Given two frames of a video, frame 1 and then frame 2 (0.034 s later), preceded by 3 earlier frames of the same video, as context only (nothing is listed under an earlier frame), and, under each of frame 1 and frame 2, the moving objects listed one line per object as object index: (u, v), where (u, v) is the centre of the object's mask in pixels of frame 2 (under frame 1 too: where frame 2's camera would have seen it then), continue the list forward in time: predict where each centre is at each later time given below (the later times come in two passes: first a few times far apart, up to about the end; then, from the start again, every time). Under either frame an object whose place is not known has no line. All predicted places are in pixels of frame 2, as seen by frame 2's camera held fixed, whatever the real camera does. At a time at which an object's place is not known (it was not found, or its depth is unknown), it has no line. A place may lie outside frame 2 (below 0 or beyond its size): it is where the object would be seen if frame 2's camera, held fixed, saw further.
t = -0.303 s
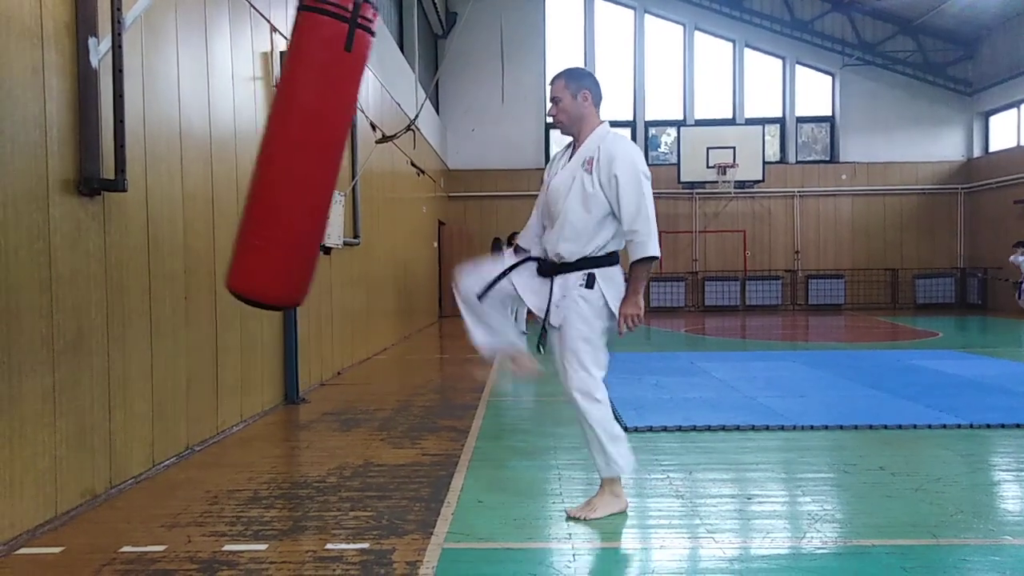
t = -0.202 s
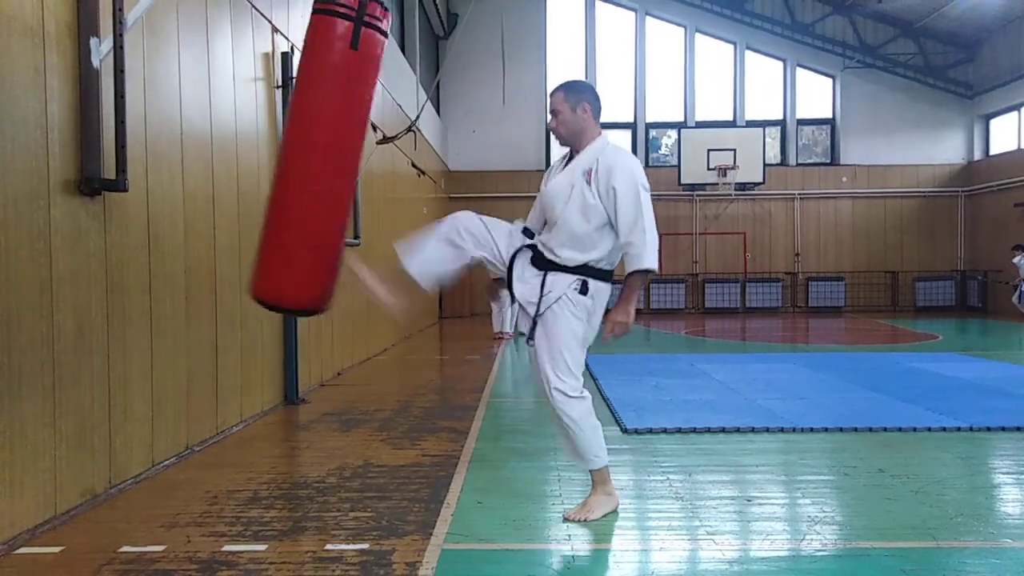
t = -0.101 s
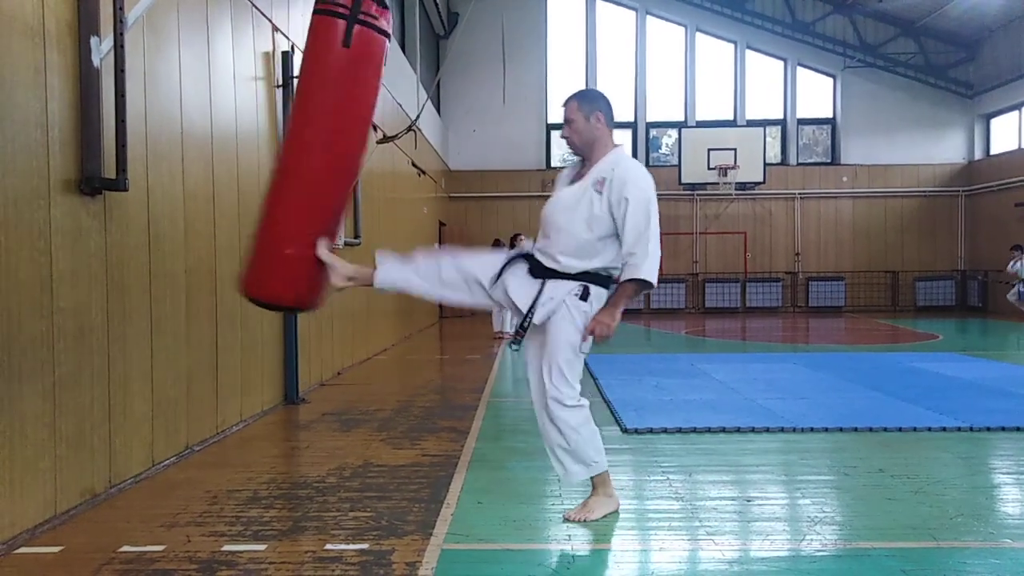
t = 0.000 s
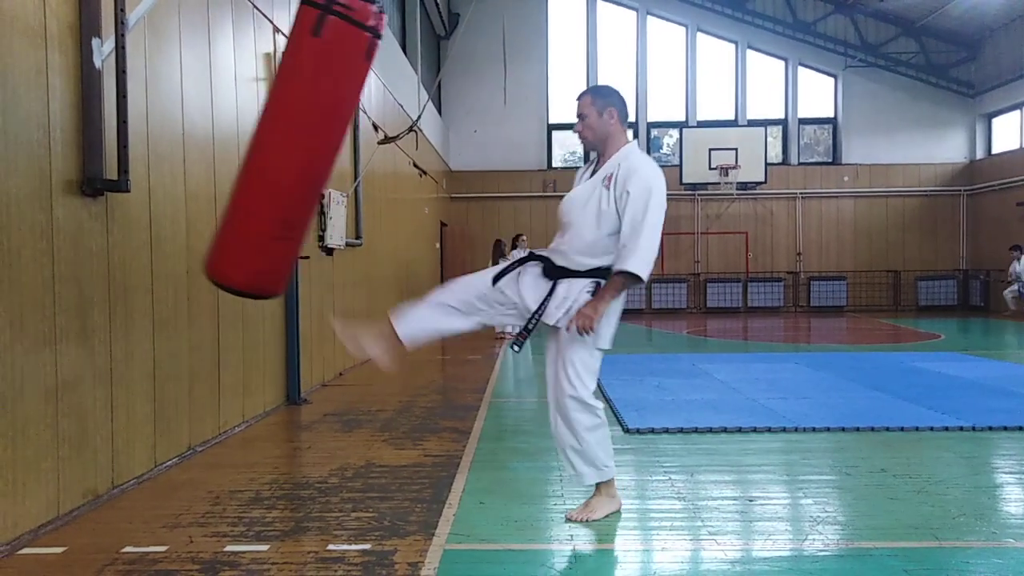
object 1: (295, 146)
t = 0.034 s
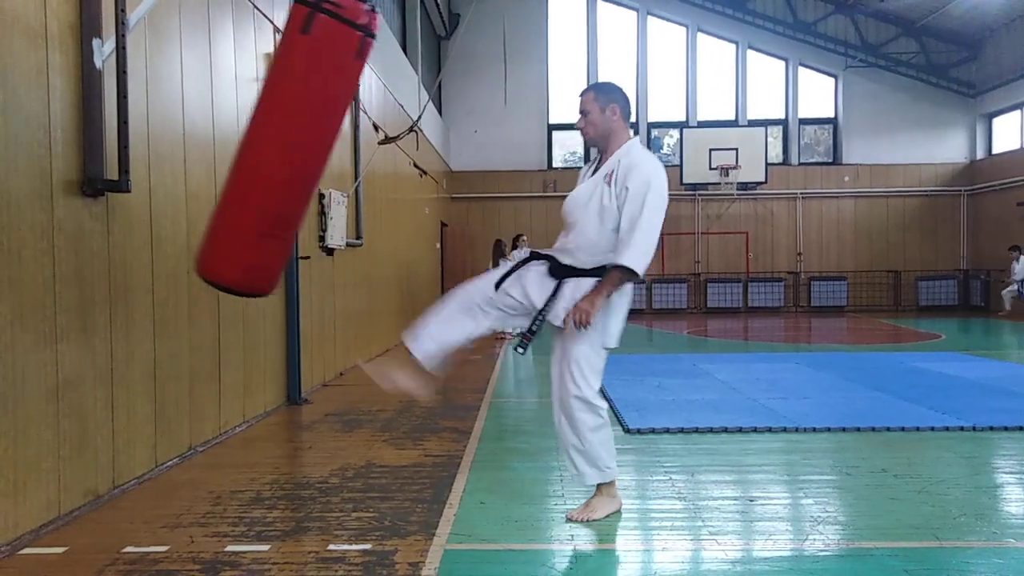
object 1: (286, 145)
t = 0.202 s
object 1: (255, 143)
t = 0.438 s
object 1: (260, 143)
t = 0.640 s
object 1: (298, 158)
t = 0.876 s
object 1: (380, 167)
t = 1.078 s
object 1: (451, 157)
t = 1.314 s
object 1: (506, 143)
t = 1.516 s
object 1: (514, 141)
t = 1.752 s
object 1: (479, 154)
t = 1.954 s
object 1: (418, 168)
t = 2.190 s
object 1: (337, 170)
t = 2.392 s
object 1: (280, 160)
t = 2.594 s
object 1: (250, 153)
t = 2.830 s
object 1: (264, 159)
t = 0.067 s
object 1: (278, 144)
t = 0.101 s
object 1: (270, 144)
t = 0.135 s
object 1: (263, 144)
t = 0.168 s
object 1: (258, 143)
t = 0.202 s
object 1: (255, 143)
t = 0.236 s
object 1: (252, 142)
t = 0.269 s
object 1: (251, 142)
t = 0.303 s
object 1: (251, 141)
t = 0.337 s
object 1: (252, 141)
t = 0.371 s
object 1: (254, 142)
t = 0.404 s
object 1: (257, 142)
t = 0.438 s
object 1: (260, 143)
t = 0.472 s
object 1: (264, 145)
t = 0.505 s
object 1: (269, 148)
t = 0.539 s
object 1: (275, 150)
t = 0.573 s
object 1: (281, 153)
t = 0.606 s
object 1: (289, 156)
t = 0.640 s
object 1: (298, 158)
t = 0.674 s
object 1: (308, 160)
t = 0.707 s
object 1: (320, 162)
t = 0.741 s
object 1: (331, 164)
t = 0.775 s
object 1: (343, 166)
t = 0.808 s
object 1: (356, 166)
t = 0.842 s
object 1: (368, 167)
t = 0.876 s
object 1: (380, 167)
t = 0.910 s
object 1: (392, 166)
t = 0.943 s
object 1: (405, 165)
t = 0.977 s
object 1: (417, 163)
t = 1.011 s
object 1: (429, 161)
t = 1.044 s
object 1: (440, 160)
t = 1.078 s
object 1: (451, 157)
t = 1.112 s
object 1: (462, 156)
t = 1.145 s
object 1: (472, 154)
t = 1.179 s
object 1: (481, 152)
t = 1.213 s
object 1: (489, 150)
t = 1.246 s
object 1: (496, 147)
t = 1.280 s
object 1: (501, 145)
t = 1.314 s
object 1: (506, 143)
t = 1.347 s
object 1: (509, 141)
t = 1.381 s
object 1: (512, 140)
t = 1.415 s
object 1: (514, 140)
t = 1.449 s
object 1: (515, 140)
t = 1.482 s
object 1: (515, 140)
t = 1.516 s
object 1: (514, 141)
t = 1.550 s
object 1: (512, 142)
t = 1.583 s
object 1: (509, 143)
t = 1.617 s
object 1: (505, 145)
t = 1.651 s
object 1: (499, 146)
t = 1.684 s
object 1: (494, 149)
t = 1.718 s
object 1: (488, 151)
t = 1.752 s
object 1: (479, 154)
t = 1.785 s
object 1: (470, 156)
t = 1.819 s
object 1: (461, 159)
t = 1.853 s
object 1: (452, 162)
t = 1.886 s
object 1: (441, 164)
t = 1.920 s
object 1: (430, 166)
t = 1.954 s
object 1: (418, 168)
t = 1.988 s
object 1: (406, 169)
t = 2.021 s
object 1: (395, 171)
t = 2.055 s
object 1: (384, 171)
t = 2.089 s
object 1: (372, 170)
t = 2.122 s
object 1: (360, 171)
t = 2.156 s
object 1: (349, 171)
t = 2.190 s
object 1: (337, 170)
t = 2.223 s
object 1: (326, 168)
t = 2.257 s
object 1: (315, 167)
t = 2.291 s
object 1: (306, 166)
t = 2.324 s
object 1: (297, 163)
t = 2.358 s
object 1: (288, 162)
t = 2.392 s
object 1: (280, 160)
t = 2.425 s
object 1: (273, 159)
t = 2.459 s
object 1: (266, 158)
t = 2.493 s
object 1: (261, 156)
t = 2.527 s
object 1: (256, 155)
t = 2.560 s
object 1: (252, 153)
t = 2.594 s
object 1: (250, 153)
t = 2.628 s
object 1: (248, 153)
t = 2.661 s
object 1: (248, 153)
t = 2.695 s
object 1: (249, 153)
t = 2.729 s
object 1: (251, 155)
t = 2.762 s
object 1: (255, 157)
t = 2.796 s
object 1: (259, 158)
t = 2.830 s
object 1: (264, 159)
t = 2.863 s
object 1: (271, 162)
